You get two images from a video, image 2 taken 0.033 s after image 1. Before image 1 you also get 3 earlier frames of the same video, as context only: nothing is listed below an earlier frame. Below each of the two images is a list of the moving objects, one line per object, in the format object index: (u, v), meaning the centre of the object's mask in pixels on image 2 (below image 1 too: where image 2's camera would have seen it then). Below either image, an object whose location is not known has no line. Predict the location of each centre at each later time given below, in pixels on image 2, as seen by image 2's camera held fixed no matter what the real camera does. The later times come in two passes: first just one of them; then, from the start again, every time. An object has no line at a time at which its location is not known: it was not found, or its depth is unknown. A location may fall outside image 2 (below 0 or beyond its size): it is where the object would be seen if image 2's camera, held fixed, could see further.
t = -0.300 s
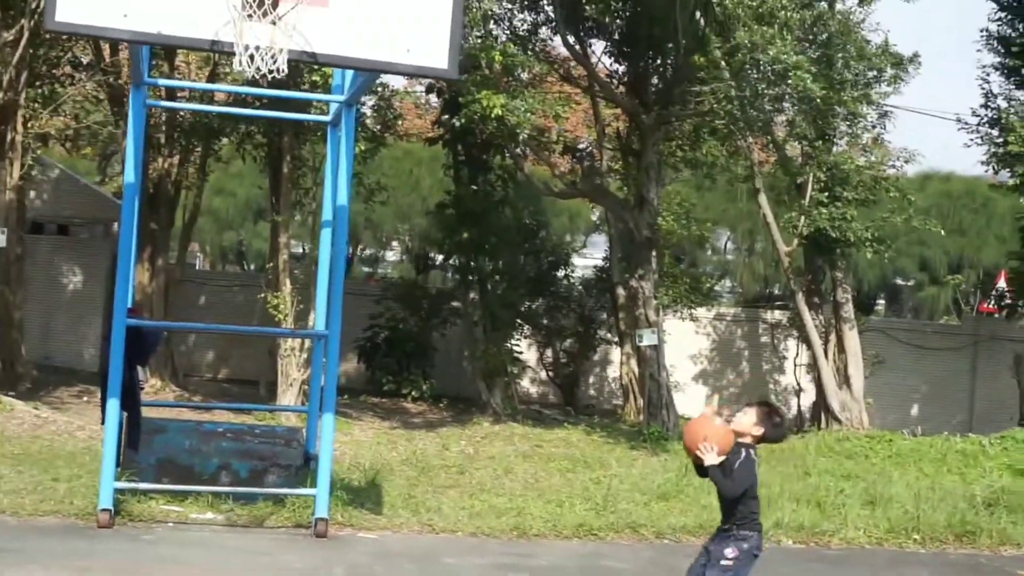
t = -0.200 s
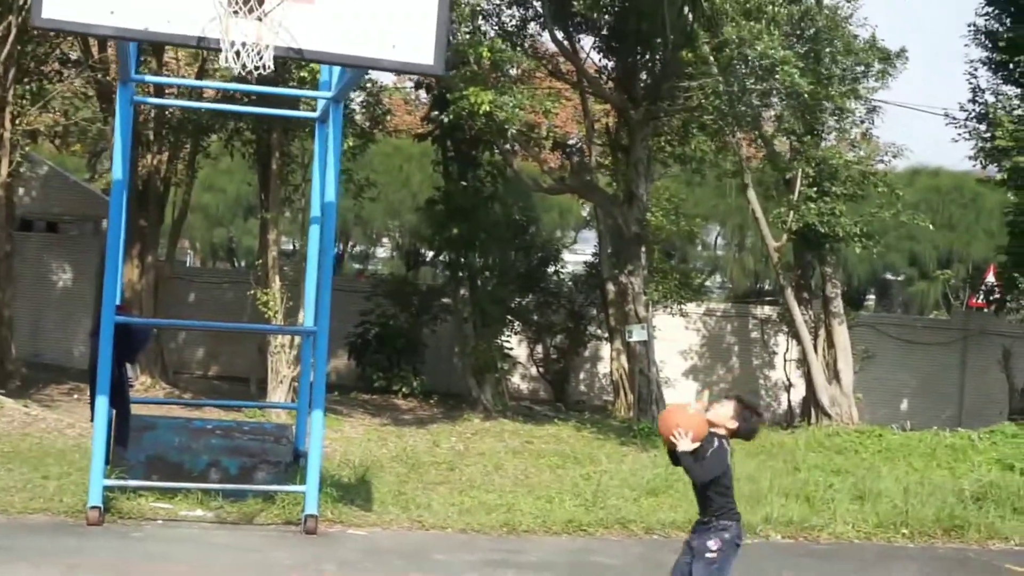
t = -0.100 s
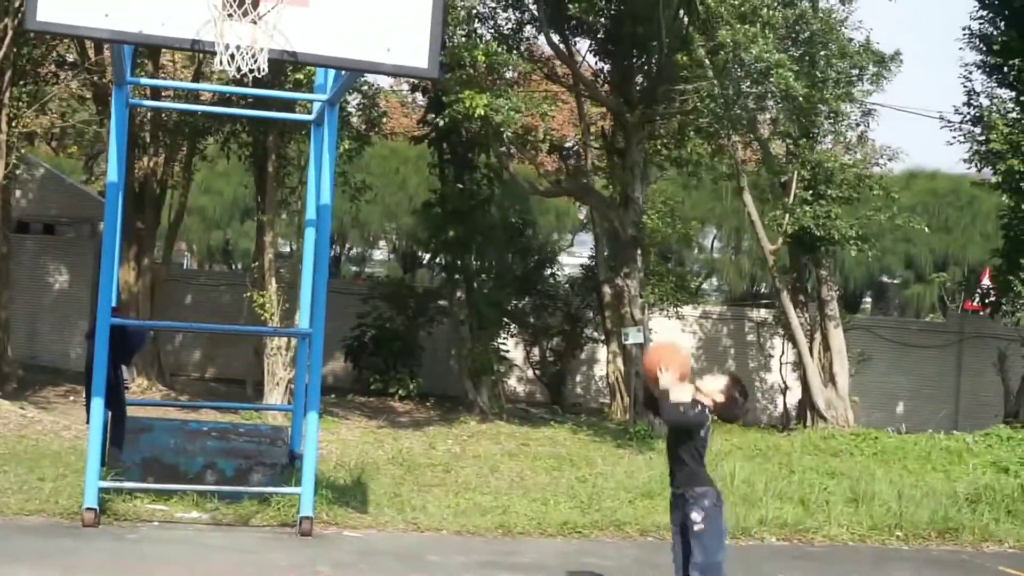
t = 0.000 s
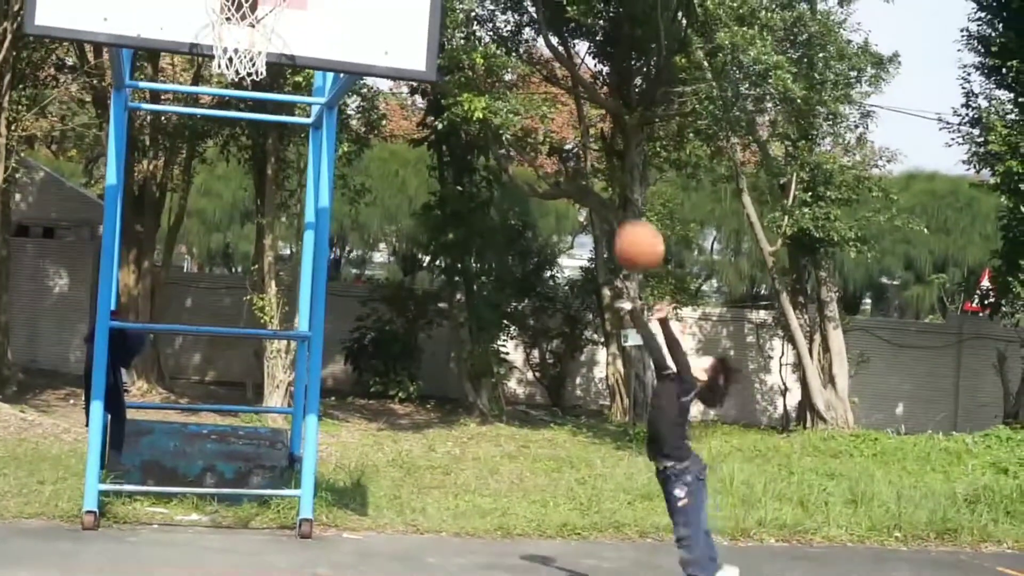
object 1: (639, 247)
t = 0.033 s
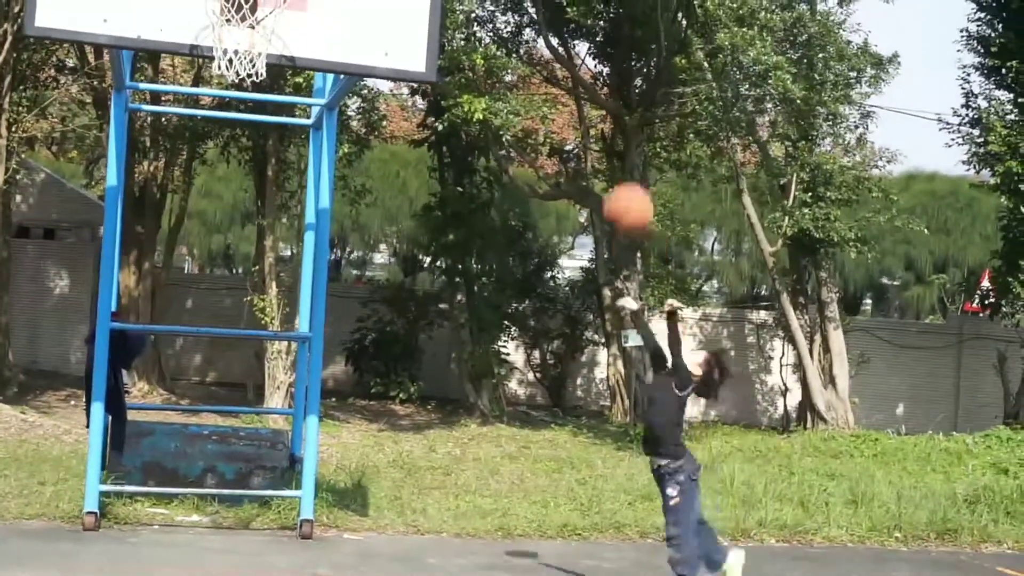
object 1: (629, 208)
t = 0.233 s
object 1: (557, 26)
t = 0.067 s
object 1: (617, 173)
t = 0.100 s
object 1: (605, 139)
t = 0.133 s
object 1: (593, 108)
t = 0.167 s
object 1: (581, 79)
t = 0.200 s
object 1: (569, 50)
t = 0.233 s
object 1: (557, 26)
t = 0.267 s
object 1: (544, 2)
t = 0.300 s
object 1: (531, -18)
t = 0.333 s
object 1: (518, -31)
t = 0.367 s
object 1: (506, -45)
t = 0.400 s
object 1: (492, -58)
